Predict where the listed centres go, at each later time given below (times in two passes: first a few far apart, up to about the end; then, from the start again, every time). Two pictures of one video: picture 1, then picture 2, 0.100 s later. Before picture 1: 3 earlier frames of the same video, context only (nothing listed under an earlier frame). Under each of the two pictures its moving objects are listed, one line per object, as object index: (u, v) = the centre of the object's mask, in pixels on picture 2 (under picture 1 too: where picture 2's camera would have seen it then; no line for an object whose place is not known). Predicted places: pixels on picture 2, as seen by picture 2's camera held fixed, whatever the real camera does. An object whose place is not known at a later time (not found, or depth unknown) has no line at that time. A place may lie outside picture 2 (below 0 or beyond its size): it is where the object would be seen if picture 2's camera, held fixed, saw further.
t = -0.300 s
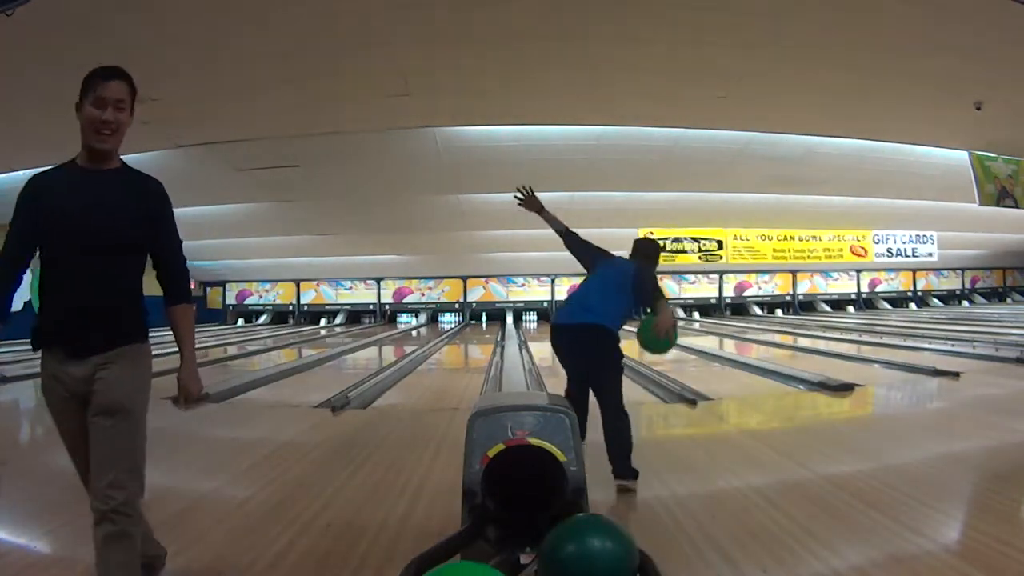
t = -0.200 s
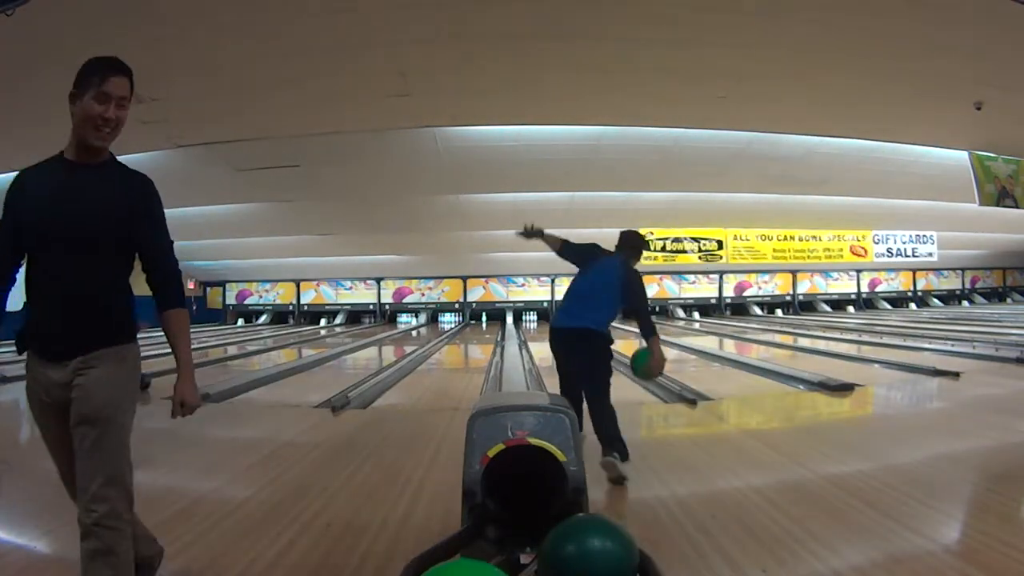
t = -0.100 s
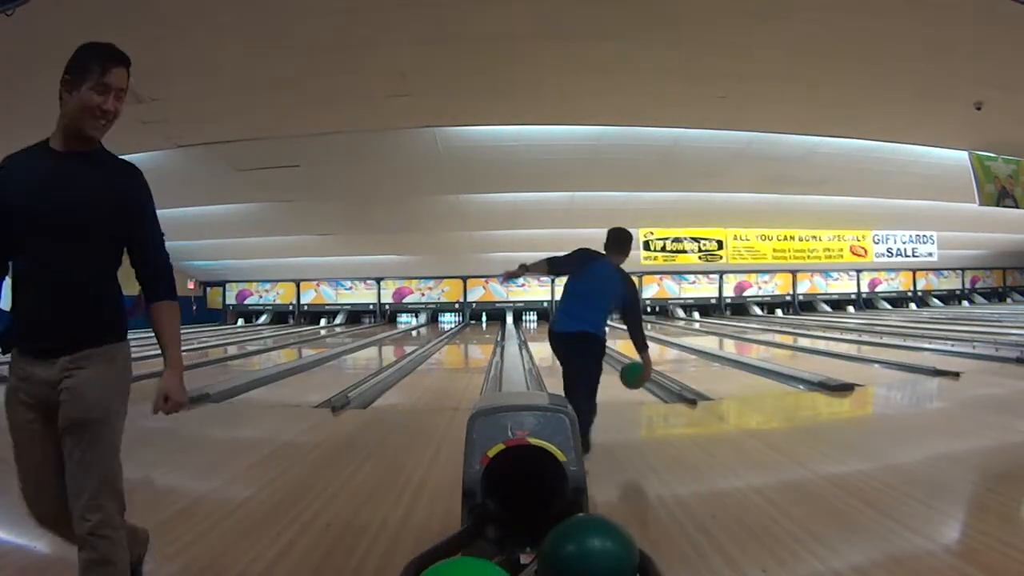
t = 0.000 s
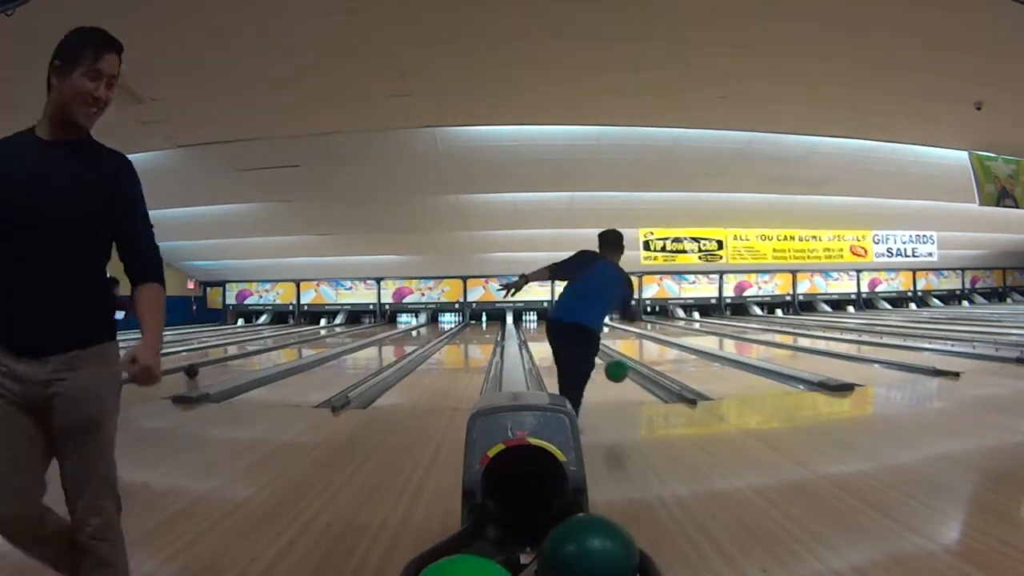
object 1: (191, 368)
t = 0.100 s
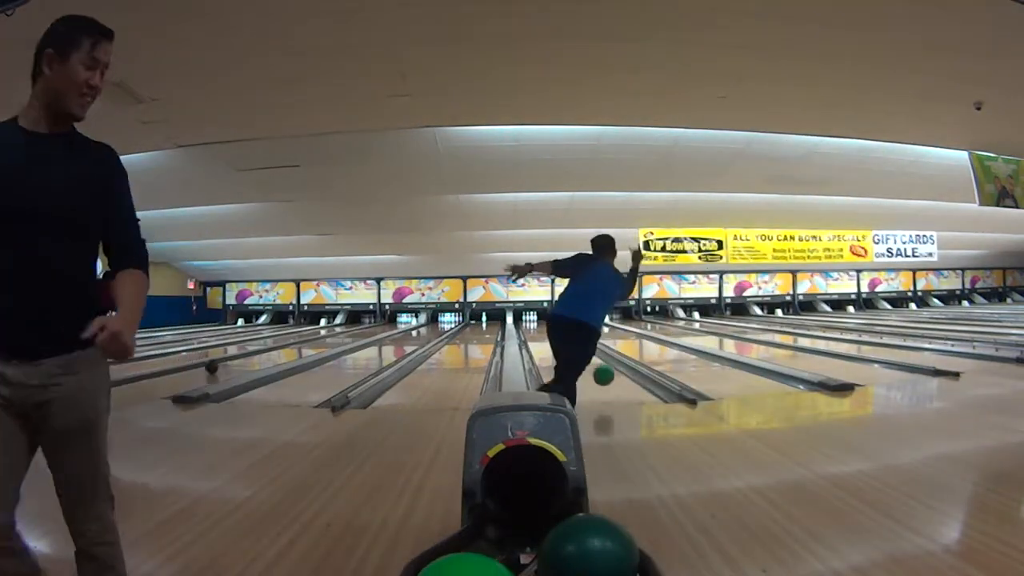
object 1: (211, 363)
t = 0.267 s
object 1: (241, 357)
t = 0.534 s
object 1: (277, 349)
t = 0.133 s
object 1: (217, 362)
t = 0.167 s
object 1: (224, 360)
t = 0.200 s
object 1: (230, 359)
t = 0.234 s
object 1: (235, 358)
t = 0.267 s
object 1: (241, 357)
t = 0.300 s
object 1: (246, 356)
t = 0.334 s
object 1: (251, 355)
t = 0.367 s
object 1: (255, 353)
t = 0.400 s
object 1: (260, 352)
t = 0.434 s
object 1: (265, 352)
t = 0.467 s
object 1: (269, 351)
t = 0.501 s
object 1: (273, 350)
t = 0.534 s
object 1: (277, 349)
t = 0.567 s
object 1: (281, 349)
